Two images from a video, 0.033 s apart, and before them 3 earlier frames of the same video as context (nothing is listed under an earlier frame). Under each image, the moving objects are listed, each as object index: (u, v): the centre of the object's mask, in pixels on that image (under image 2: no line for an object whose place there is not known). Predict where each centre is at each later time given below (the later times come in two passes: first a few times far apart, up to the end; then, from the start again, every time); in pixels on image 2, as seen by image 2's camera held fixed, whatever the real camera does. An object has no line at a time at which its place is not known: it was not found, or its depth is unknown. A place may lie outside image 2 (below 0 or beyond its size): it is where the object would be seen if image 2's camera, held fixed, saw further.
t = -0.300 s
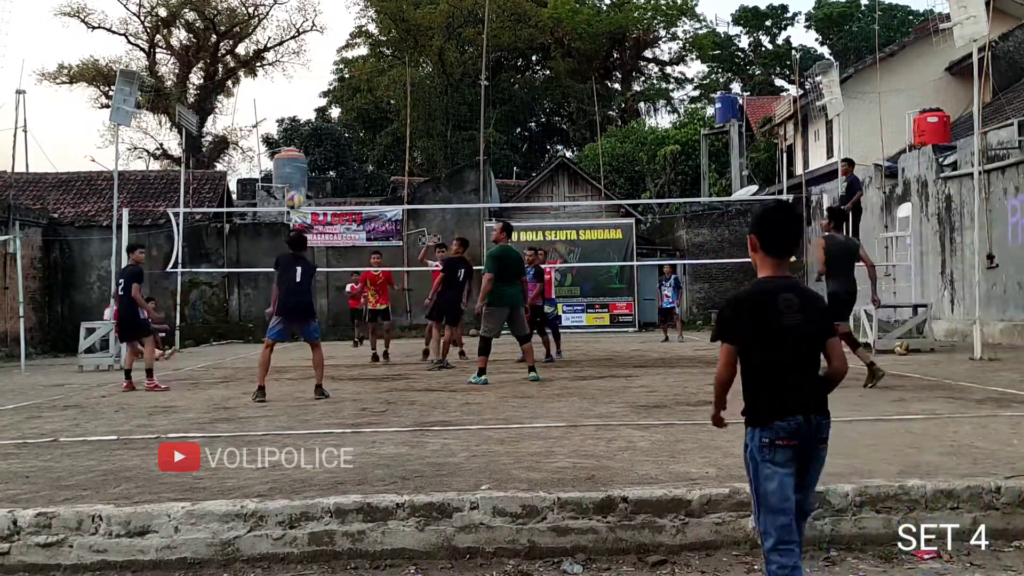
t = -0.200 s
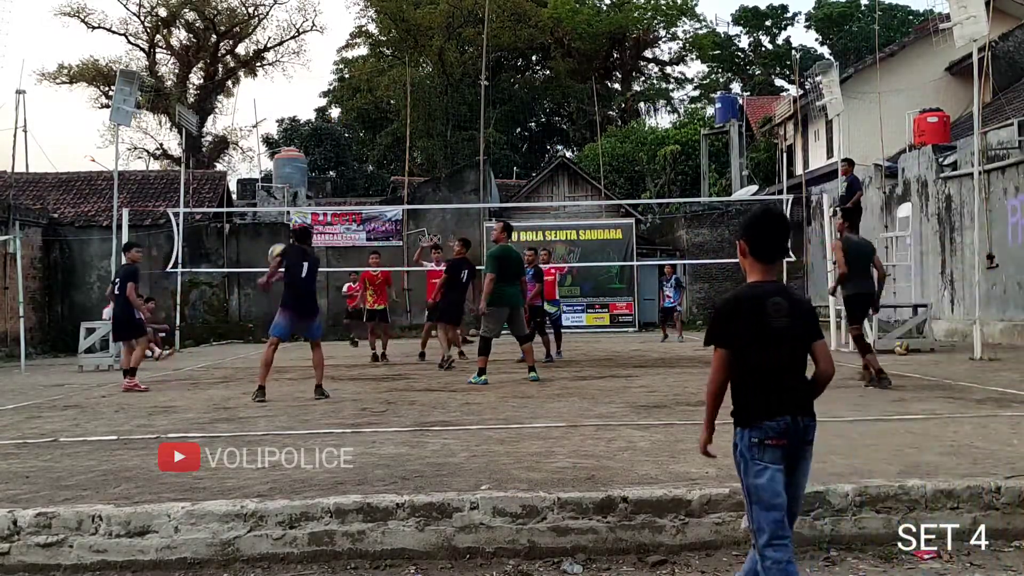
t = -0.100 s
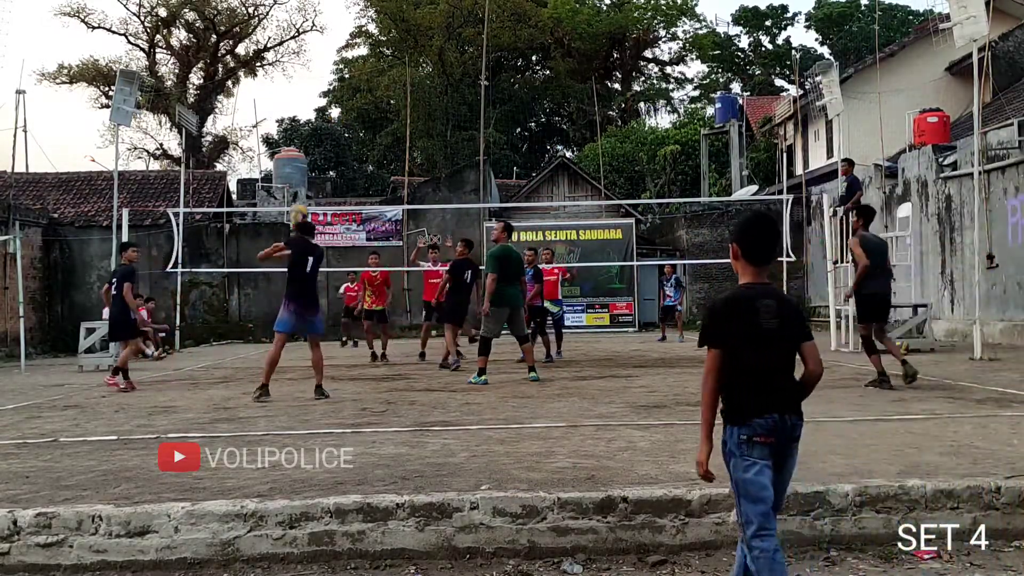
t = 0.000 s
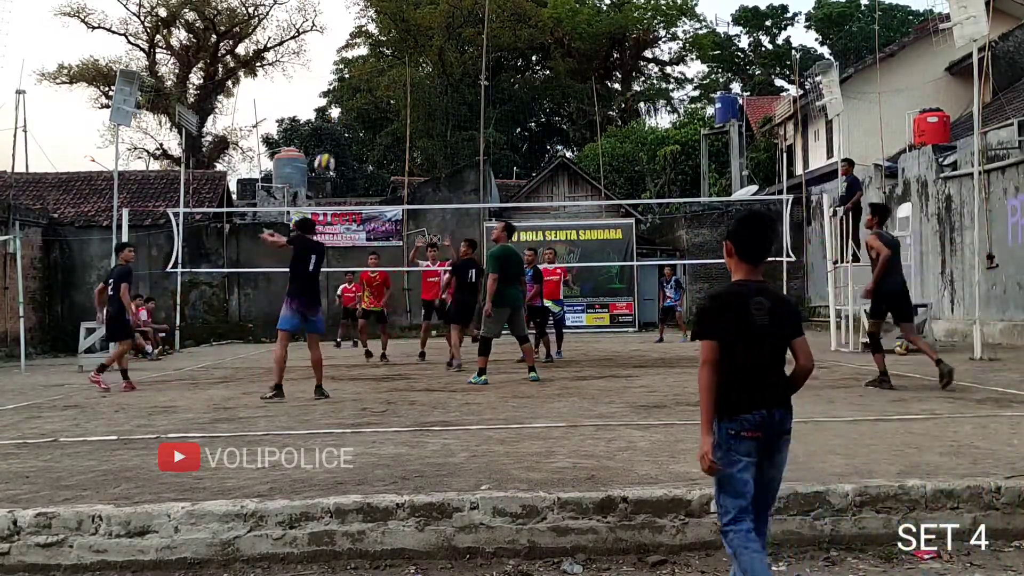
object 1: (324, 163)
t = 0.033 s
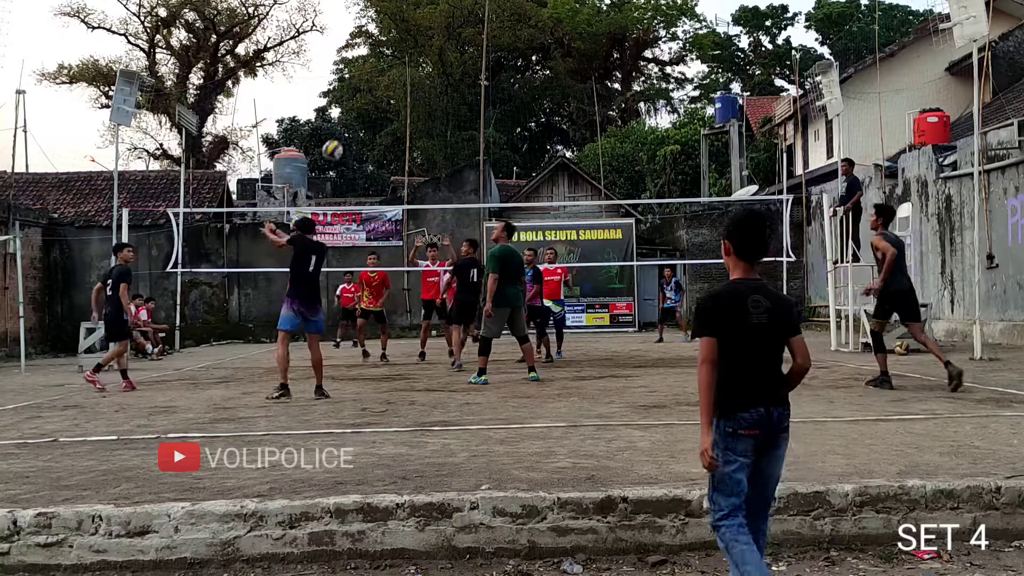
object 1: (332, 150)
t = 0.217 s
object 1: (374, 98)
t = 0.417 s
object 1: (414, 80)
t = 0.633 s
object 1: (453, 96)
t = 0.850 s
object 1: (488, 142)
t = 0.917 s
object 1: (499, 161)
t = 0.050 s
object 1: (336, 144)
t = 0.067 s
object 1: (340, 138)
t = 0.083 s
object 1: (344, 132)
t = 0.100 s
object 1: (348, 127)
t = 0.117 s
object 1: (352, 123)
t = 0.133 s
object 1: (355, 118)
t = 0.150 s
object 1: (359, 113)
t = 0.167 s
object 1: (363, 109)
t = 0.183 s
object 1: (367, 106)
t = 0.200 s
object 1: (370, 102)
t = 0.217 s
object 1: (374, 98)
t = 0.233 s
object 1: (378, 96)
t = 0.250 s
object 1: (381, 93)
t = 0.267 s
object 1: (385, 90)
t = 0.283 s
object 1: (388, 89)
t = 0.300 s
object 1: (392, 87)
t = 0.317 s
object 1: (394, 85)
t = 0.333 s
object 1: (398, 84)
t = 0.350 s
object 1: (401, 83)
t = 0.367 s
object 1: (404, 82)
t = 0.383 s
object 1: (408, 81)
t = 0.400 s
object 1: (410, 80)
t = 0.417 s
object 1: (414, 80)
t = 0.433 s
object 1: (418, 80)
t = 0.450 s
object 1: (420, 80)
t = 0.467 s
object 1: (423, 81)
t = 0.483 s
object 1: (427, 81)
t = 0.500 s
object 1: (430, 82)
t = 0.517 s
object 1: (433, 83)
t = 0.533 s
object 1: (436, 85)
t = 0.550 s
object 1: (438, 86)
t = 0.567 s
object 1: (441, 87)
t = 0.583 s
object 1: (444, 89)
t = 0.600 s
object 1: (447, 91)
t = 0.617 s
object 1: (450, 94)
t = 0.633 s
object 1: (453, 96)
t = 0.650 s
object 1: (456, 98)
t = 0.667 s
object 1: (459, 101)
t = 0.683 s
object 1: (462, 104)
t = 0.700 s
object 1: (464, 107)
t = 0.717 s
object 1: (467, 110)
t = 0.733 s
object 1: (470, 113)
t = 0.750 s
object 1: (473, 117)
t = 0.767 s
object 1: (475, 121)
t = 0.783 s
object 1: (478, 125)
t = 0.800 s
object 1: (481, 128)
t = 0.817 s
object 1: (483, 132)
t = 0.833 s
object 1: (486, 137)
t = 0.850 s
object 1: (488, 142)
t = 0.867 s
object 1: (491, 146)
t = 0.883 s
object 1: (494, 151)
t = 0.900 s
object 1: (496, 156)
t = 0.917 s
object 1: (499, 161)
